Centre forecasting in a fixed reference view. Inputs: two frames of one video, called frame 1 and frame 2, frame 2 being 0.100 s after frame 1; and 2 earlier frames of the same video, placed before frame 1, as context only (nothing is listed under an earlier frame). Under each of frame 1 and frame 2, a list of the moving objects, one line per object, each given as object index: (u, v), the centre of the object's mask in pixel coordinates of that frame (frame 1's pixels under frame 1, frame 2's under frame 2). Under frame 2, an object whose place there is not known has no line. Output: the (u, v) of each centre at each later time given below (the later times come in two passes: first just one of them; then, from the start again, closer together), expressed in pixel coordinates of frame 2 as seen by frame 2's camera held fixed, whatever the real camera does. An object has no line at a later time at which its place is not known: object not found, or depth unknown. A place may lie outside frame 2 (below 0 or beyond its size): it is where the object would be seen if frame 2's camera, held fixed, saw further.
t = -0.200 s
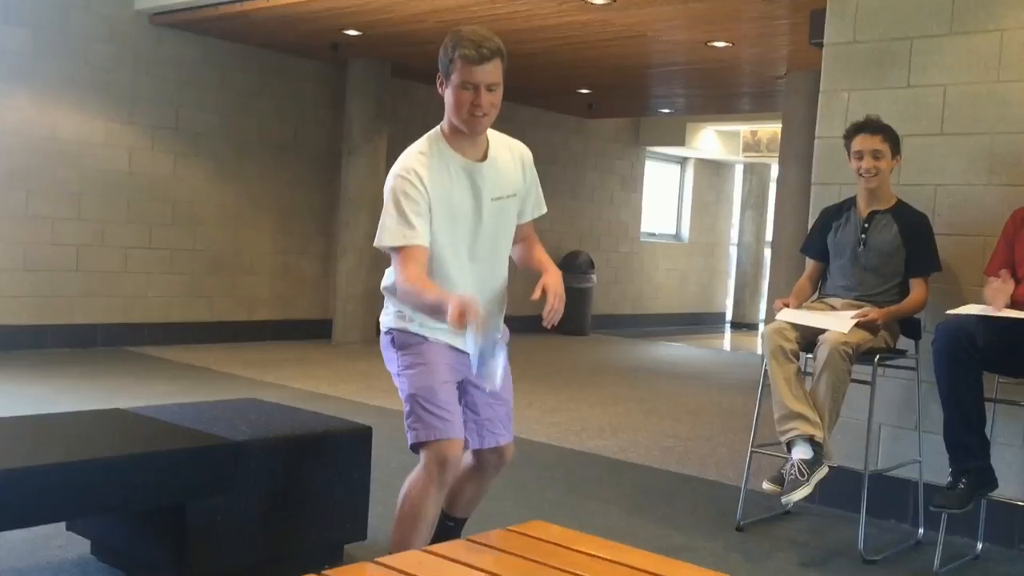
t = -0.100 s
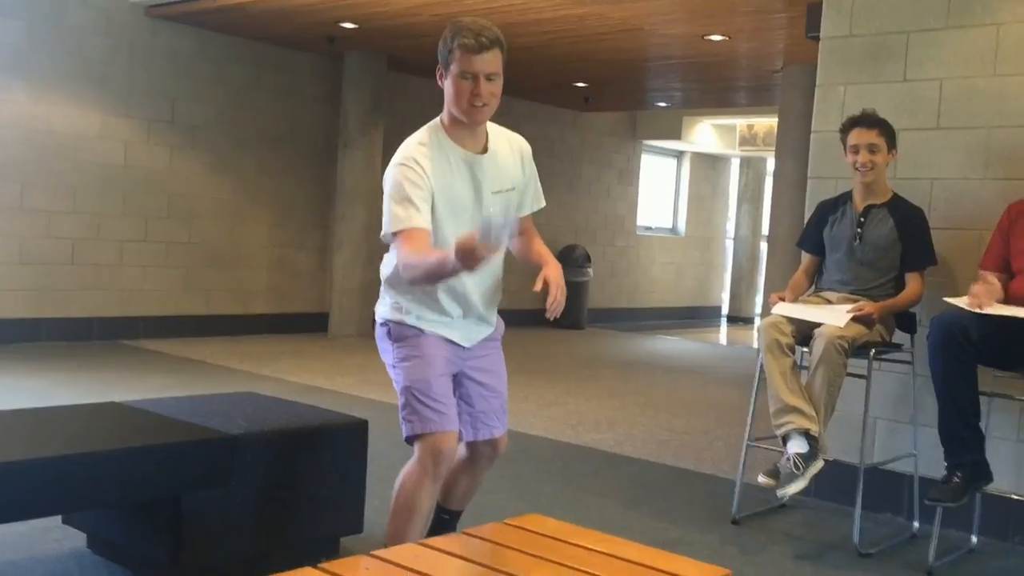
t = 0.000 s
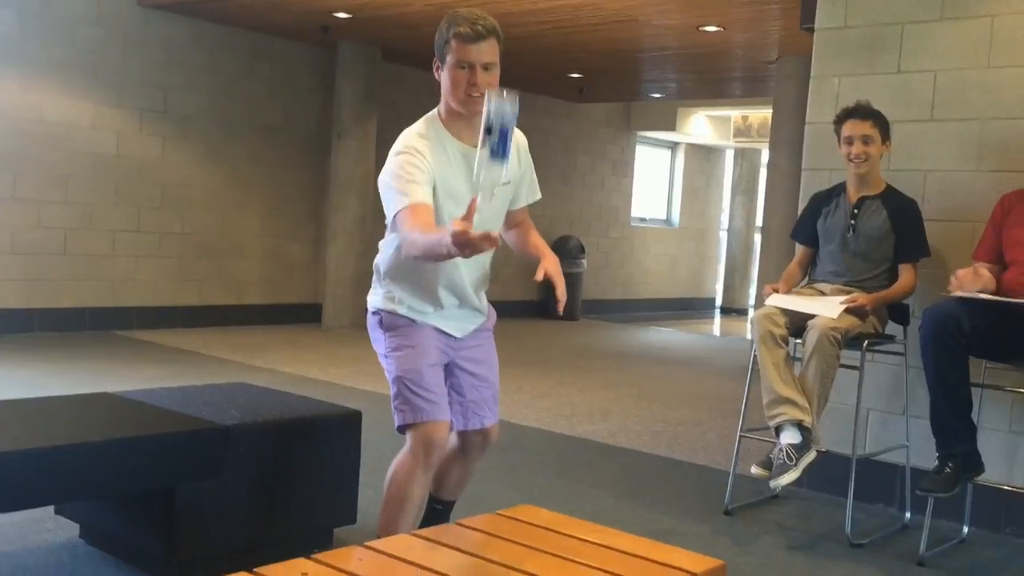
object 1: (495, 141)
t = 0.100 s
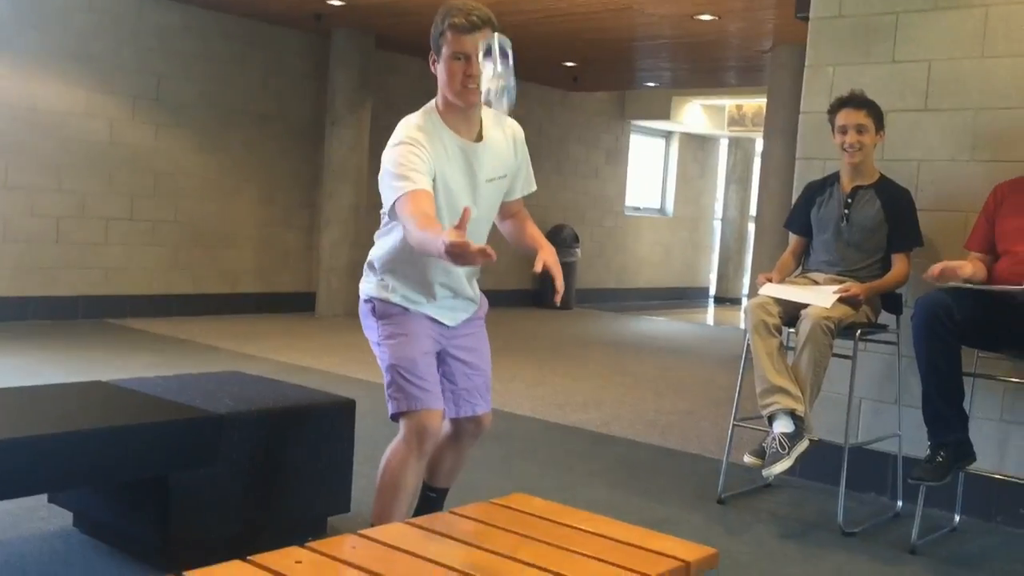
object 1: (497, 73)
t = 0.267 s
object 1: (495, 87)
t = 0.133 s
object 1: (499, 66)
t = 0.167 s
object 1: (500, 58)
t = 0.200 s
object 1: (498, 59)
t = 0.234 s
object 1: (496, 70)
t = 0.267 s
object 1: (495, 87)
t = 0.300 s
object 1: (492, 111)
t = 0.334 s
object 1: (491, 136)
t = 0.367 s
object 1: (488, 176)
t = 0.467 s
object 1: (476, 333)
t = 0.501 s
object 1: (472, 394)
